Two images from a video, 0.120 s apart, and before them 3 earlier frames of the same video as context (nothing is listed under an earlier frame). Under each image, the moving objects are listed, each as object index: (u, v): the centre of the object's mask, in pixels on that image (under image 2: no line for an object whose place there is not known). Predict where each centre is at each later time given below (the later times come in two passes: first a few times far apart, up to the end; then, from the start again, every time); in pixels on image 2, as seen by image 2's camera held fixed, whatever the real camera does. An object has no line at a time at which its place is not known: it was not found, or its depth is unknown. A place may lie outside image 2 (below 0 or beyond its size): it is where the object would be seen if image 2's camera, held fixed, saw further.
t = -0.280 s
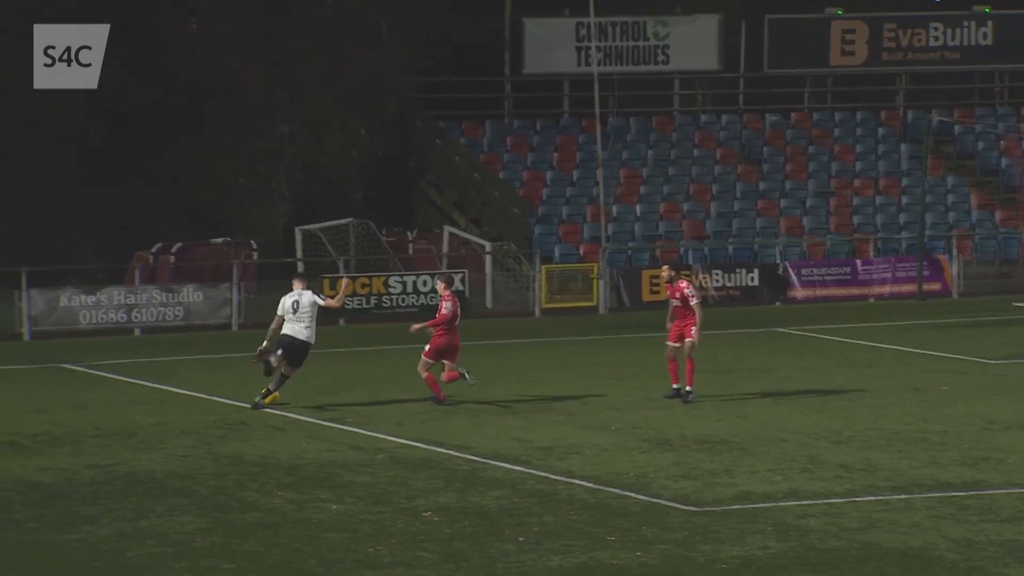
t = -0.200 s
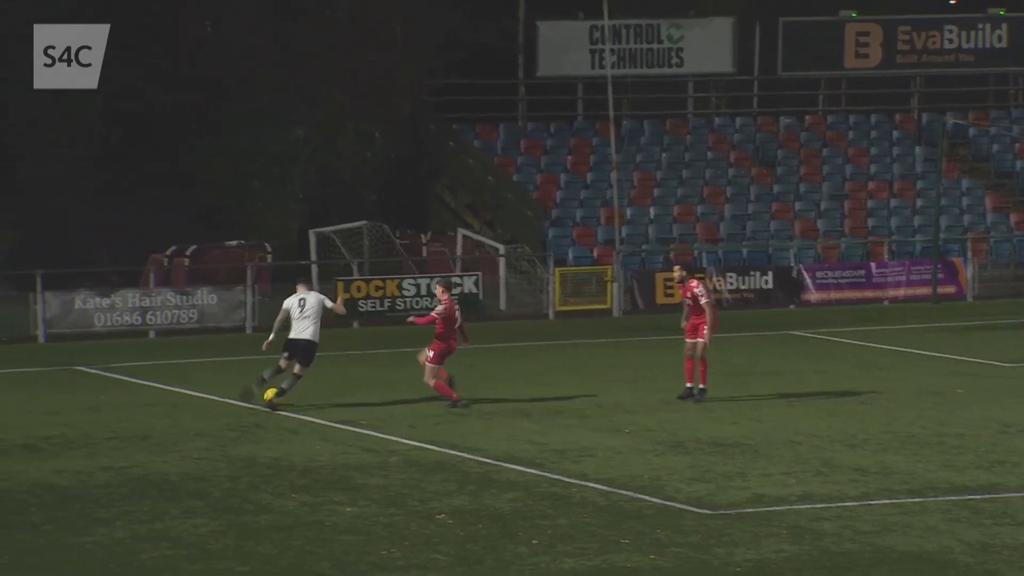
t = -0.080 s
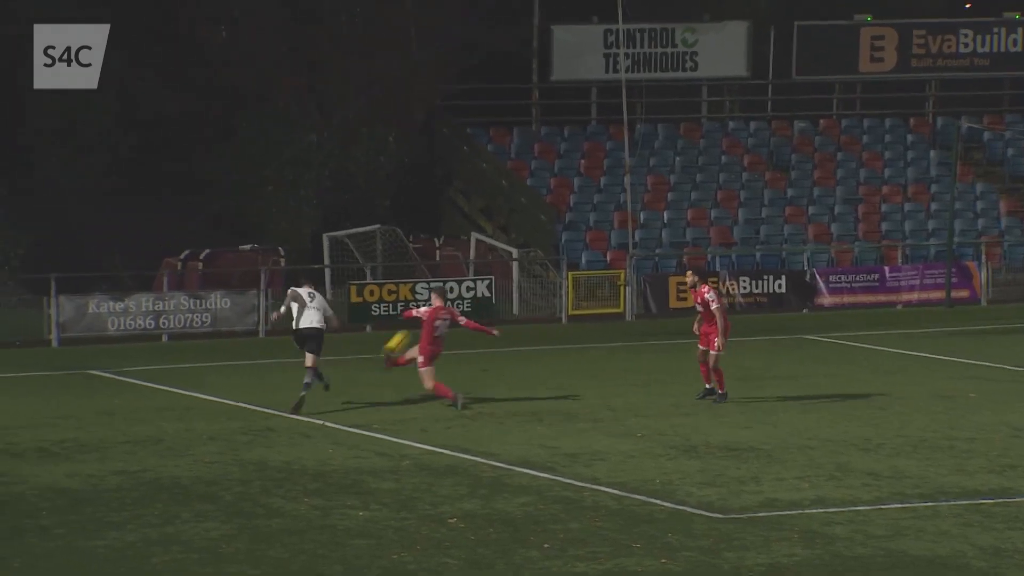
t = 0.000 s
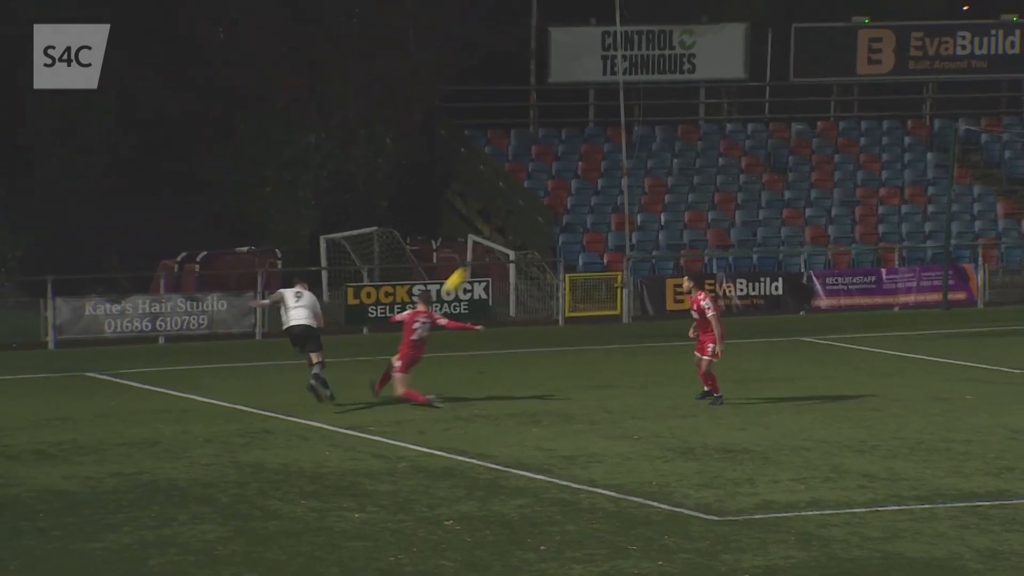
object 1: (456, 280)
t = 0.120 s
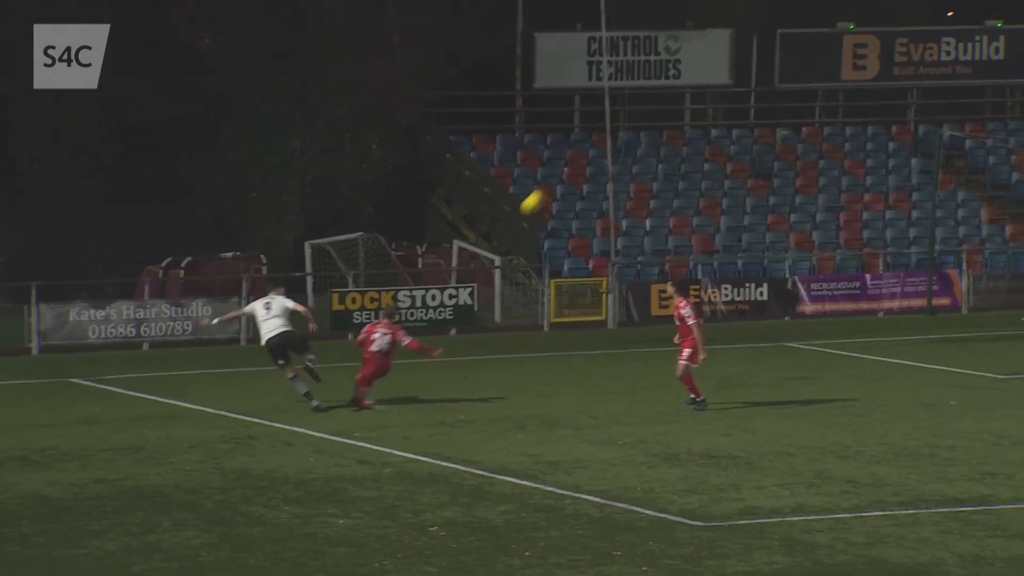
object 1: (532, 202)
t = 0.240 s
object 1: (624, 131)
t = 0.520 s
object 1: (834, 12)
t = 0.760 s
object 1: (1013, -39)
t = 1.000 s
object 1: (1191, -40)
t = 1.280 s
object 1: (1404, 22)
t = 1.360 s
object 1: (1466, 54)
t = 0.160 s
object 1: (564, 177)
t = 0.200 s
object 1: (593, 153)
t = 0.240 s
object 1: (624, 131)
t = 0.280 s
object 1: (655, 110)
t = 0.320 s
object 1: (685, 90)
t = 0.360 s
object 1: (715, 72)
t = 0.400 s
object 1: (745, 55)
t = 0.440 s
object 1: (775, 39)
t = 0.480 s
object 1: (805, 25)
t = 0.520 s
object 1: (834, 12)
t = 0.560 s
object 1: (865, 0)
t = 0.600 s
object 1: (894, -11)
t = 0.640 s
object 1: (923, -20)
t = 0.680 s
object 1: (953, -28)
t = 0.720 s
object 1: (983, -34)
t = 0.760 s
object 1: (1013, -39)
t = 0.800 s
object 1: (1042, -42)
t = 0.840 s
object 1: (1071, -44)
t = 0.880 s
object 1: (1101, -46)
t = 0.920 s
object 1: (1131, -45)
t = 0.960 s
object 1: (1161, -43)
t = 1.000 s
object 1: (1191, -40)
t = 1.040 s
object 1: (1221, -36)
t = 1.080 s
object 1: (1250, -30)
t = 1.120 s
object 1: (1280, -23)
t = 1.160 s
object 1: (1311, -14)
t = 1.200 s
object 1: (1342, -3)
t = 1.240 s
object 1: (1373, 8)
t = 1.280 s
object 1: (1404, 22)
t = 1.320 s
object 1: (1435, 37)
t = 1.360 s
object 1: (1466, 54)
